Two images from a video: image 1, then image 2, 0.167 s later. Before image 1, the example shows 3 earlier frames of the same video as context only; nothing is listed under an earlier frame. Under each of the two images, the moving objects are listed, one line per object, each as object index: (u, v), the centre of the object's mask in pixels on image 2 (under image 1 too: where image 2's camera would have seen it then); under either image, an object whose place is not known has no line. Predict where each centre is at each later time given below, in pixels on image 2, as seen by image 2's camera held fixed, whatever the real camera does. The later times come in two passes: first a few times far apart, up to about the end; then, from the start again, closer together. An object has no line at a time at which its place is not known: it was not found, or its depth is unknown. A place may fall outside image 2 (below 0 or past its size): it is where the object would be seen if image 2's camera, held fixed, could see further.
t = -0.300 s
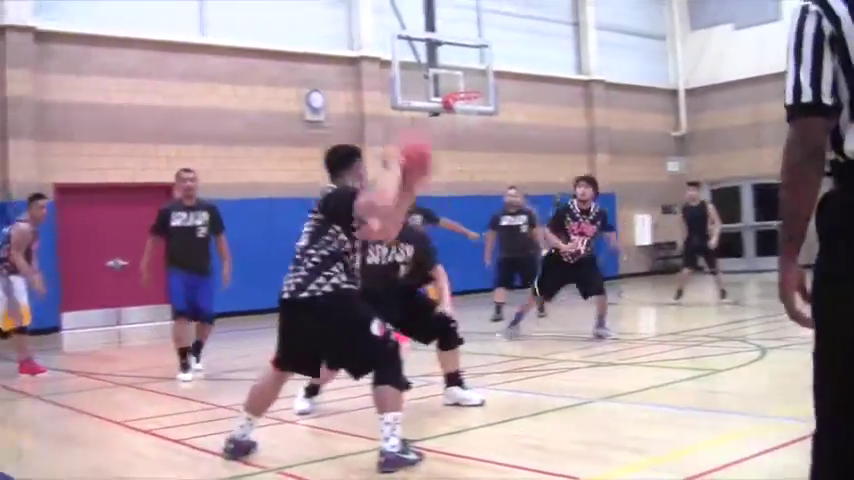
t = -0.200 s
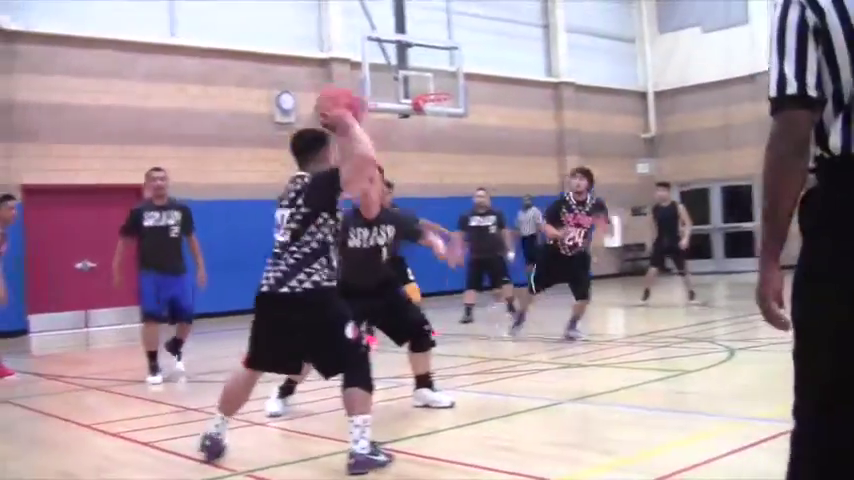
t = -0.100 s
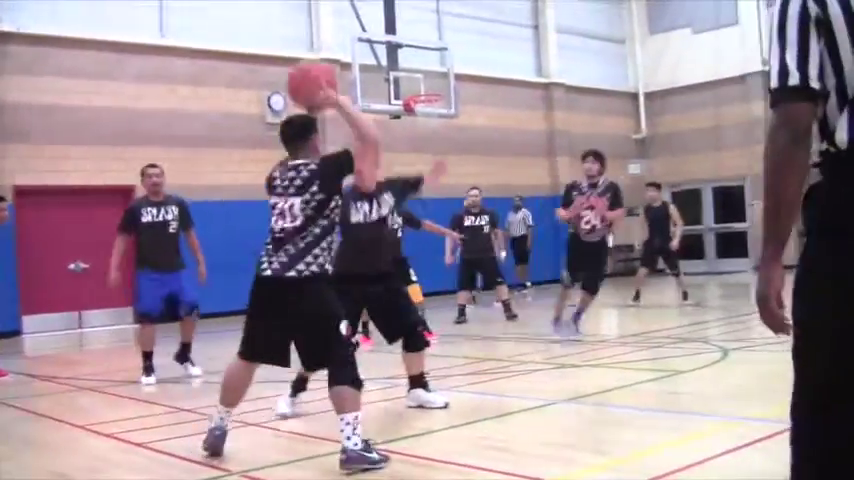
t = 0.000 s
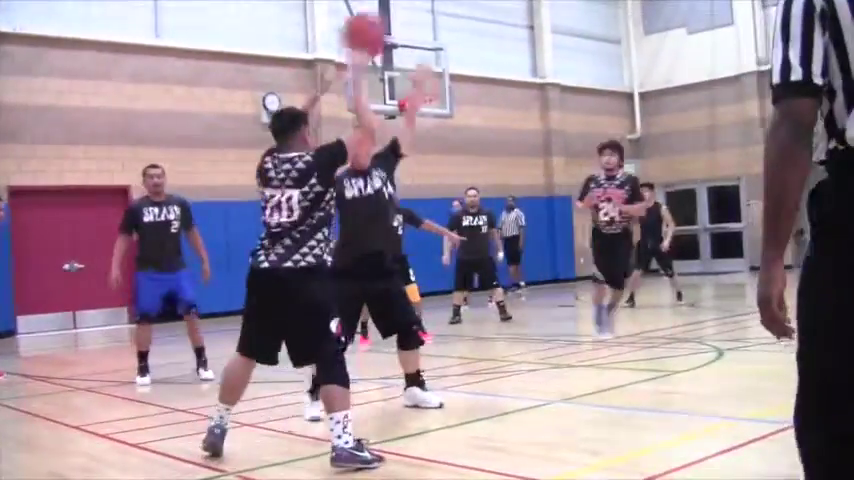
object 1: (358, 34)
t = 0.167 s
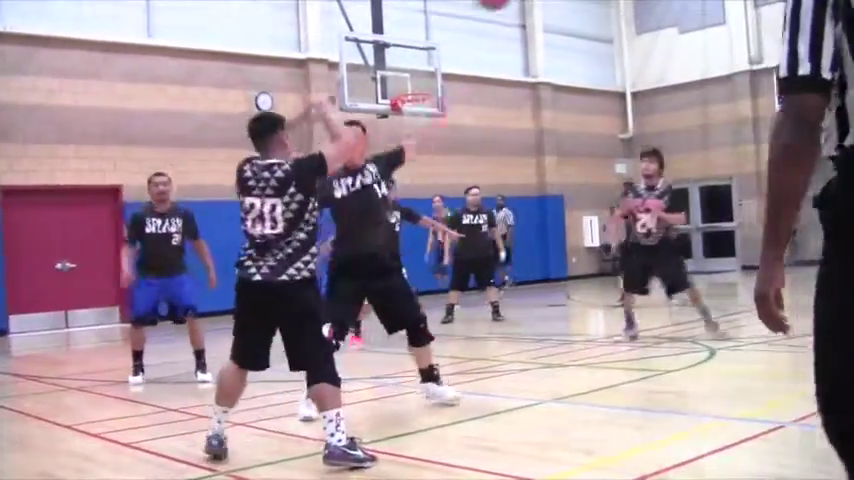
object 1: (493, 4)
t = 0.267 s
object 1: (560, 3)
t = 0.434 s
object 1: (651, 23)
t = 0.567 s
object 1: (713, 68)
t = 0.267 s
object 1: (560, 3)
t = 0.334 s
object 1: (597, 7)
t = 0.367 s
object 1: (616, 10)
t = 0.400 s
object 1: (633, 14)
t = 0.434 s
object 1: (651, 23)
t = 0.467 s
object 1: (666, 33)
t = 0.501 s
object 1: (682, 45)
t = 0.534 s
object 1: (698, 57)
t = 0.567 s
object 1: (713, 68)
